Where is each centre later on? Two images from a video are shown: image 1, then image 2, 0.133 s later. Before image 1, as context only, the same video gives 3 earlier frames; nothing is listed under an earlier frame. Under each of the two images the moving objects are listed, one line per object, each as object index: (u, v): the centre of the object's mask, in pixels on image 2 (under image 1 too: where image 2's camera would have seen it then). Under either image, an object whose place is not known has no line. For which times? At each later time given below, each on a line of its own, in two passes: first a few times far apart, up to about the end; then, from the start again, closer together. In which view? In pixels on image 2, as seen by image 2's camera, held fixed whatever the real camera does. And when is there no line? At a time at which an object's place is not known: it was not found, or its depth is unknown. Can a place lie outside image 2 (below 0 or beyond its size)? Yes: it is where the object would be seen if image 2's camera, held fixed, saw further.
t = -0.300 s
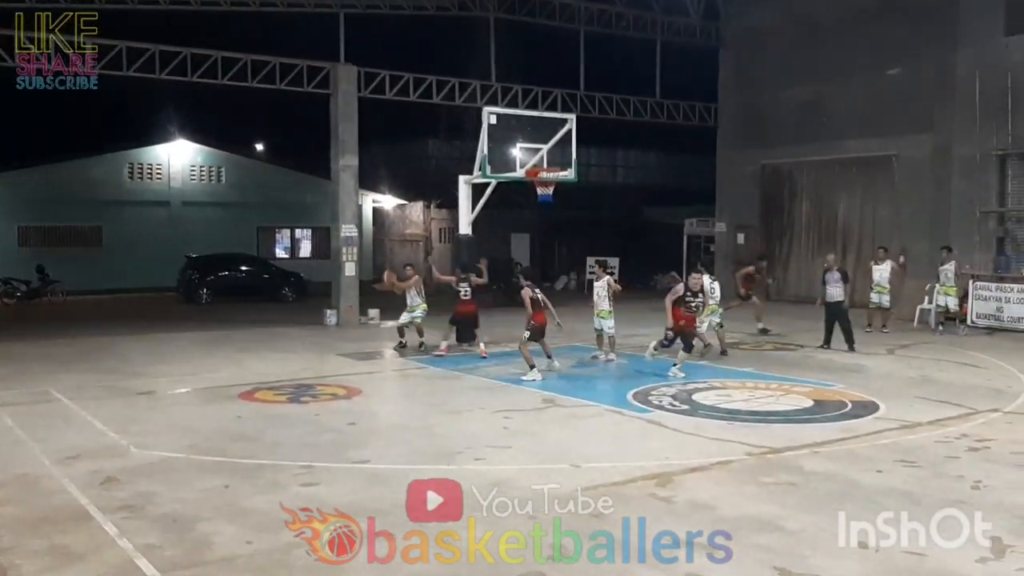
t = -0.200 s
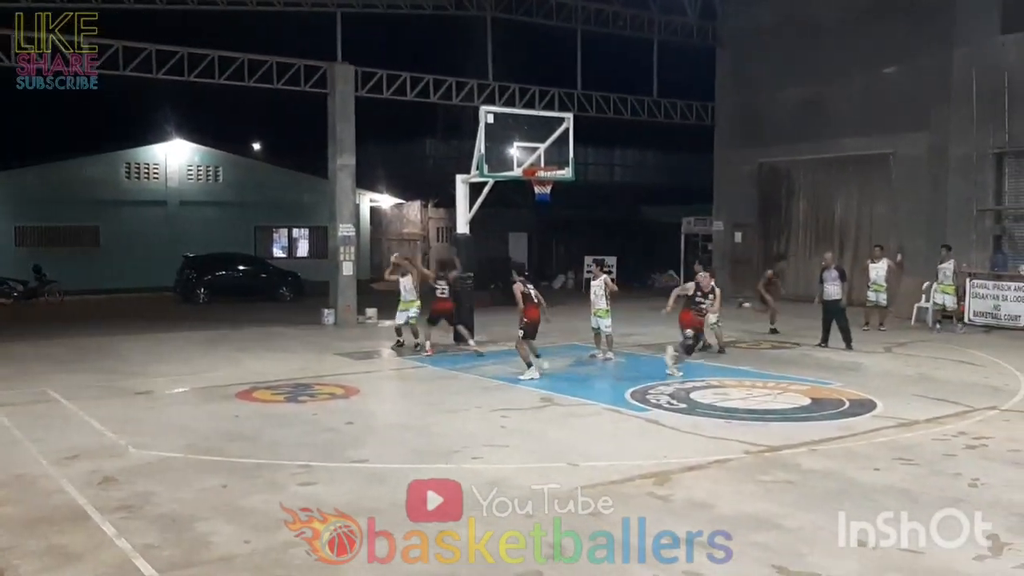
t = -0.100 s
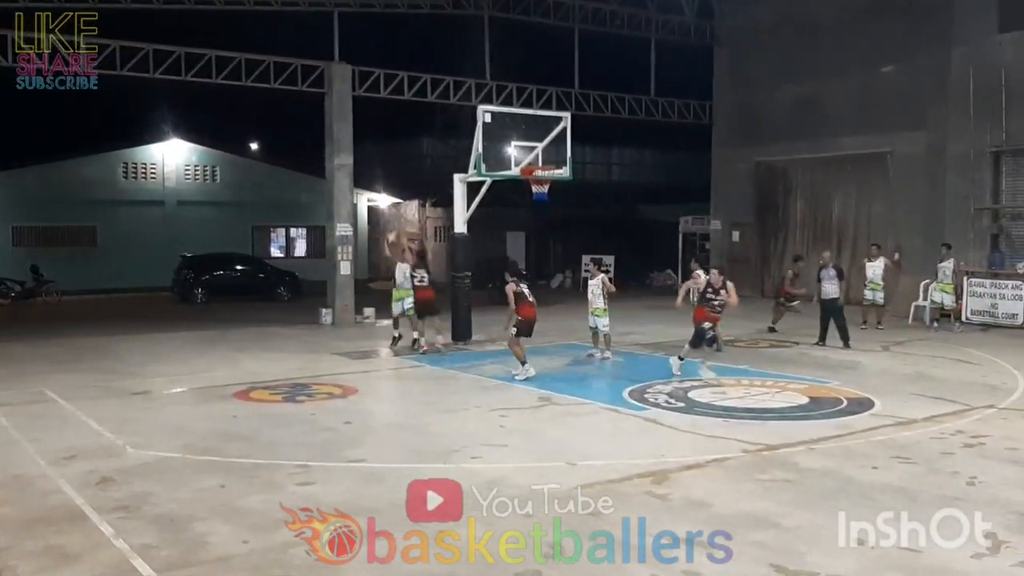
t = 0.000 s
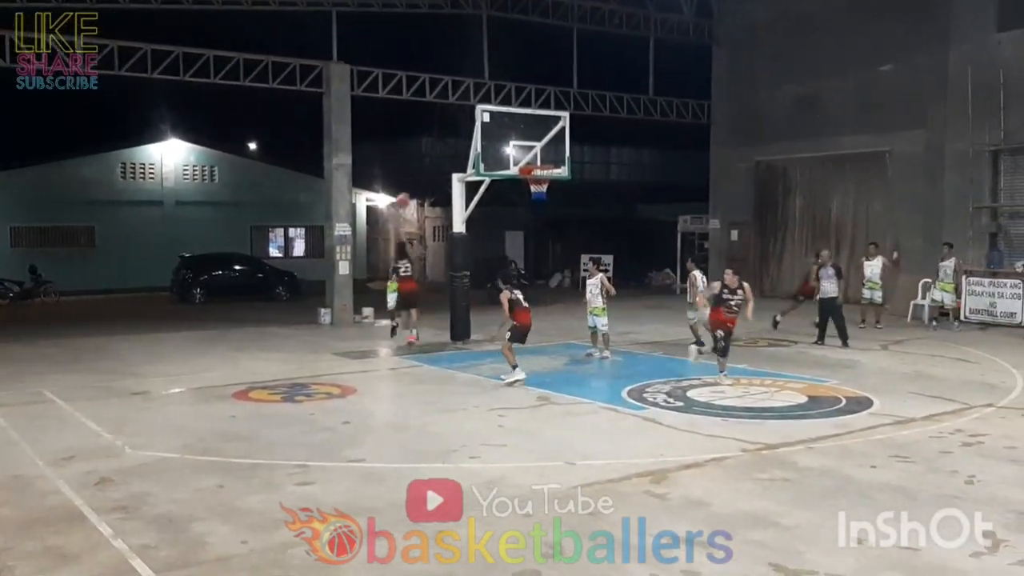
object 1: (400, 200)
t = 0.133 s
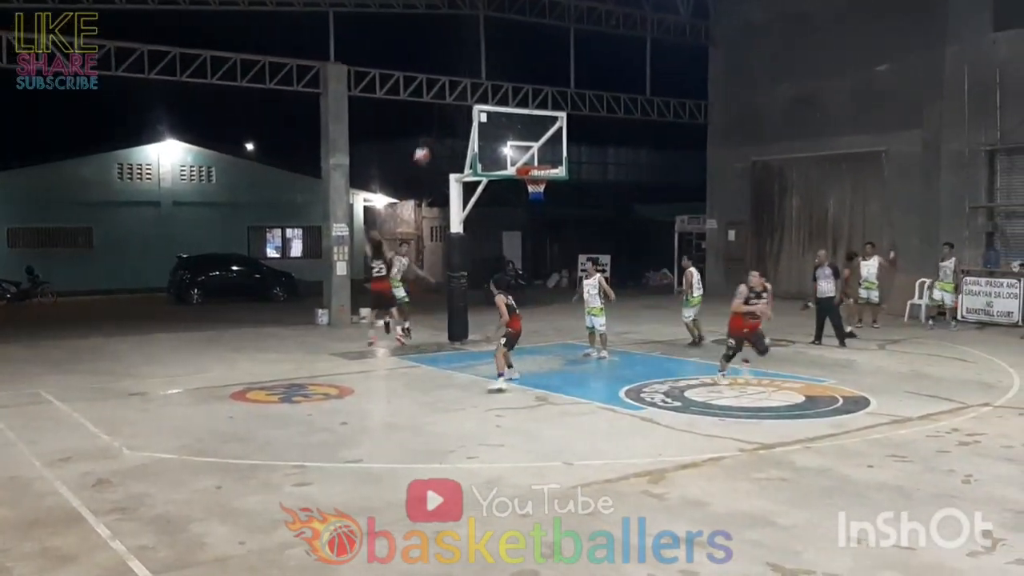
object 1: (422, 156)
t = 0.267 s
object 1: (448, 116)
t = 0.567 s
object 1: (524, 56)
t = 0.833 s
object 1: (624, 59)
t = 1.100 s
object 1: (777, 161)
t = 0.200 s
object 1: (434, 134)
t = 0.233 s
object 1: (441, 125)
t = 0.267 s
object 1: (448, 116)
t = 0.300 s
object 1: (455, 107)
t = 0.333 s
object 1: (463, 99)
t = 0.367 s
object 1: (470, 91)
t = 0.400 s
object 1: (478, 83)
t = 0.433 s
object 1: (487, 76)
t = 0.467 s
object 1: (496, 70)
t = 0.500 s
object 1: (505, 65)
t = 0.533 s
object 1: (514, 60)
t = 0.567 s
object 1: (524, 56)
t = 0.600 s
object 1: (534, 53)
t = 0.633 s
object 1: (546, 51)
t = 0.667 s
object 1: (557, 49)
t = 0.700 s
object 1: (569, 50)
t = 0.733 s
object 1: (582, 50)
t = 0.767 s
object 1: (595, 52)
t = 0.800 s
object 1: (609, 55)
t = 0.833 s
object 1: (624, 59)
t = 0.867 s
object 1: (639, 66)
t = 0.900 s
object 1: (656, 73)
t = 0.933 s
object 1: (673, 83)
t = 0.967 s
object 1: (692, 94)
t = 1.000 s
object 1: (712, 107)
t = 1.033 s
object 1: (732, 122)
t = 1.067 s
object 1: (754, 140)
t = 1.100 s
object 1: (777, 161)
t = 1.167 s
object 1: (828, 211)
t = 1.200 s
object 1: (859, 240)
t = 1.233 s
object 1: (890, 274)
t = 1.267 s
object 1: (921, 307)
